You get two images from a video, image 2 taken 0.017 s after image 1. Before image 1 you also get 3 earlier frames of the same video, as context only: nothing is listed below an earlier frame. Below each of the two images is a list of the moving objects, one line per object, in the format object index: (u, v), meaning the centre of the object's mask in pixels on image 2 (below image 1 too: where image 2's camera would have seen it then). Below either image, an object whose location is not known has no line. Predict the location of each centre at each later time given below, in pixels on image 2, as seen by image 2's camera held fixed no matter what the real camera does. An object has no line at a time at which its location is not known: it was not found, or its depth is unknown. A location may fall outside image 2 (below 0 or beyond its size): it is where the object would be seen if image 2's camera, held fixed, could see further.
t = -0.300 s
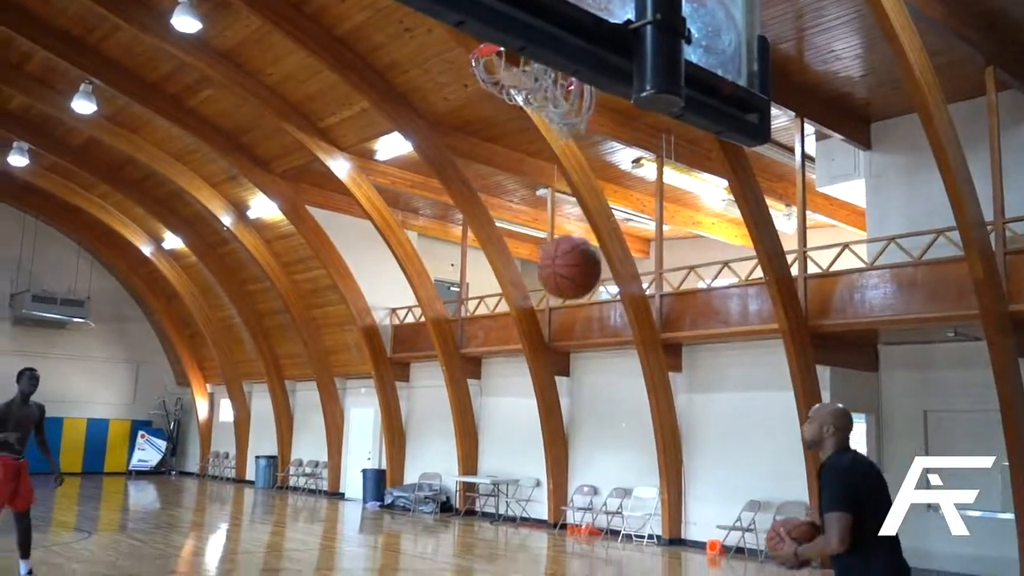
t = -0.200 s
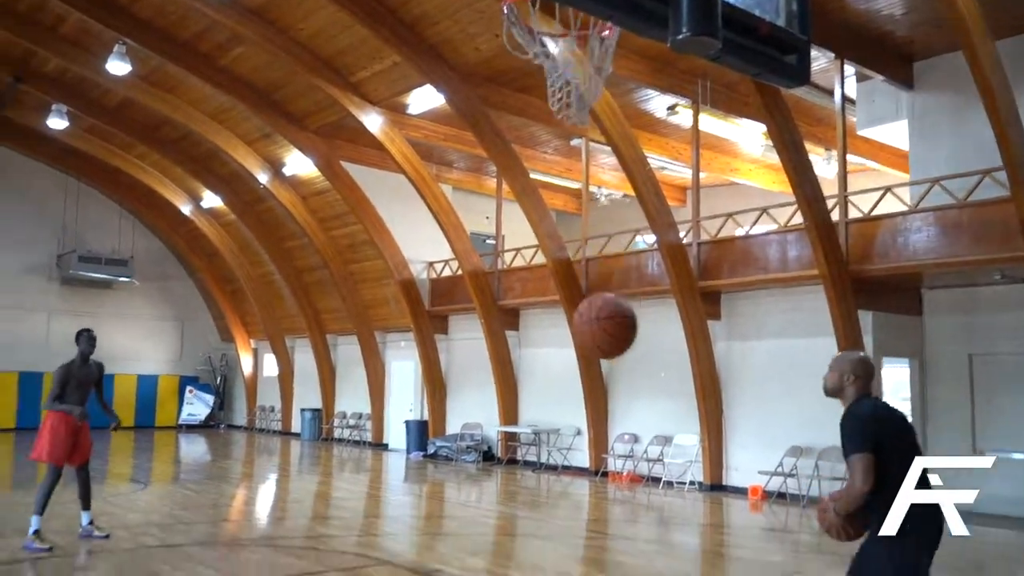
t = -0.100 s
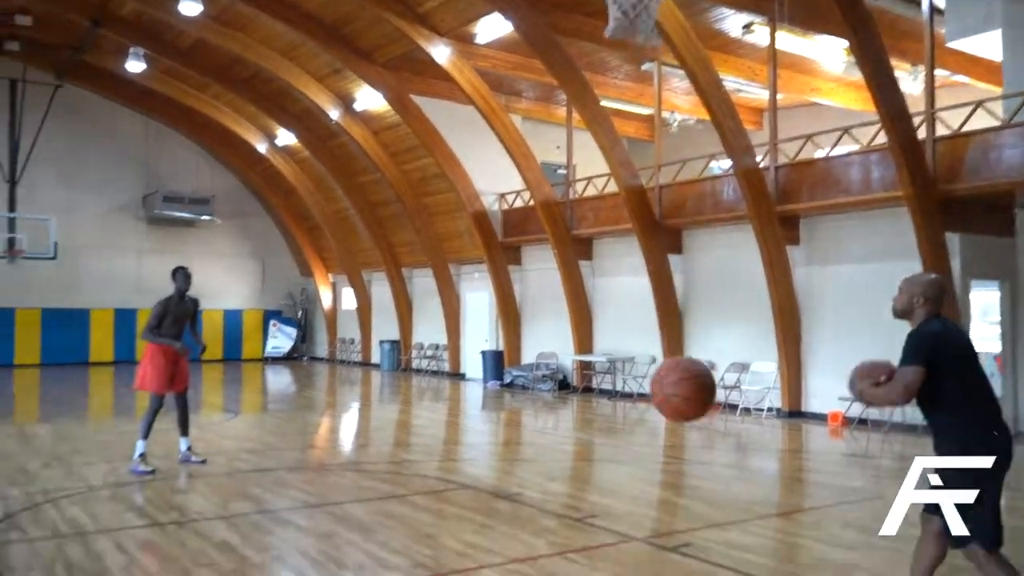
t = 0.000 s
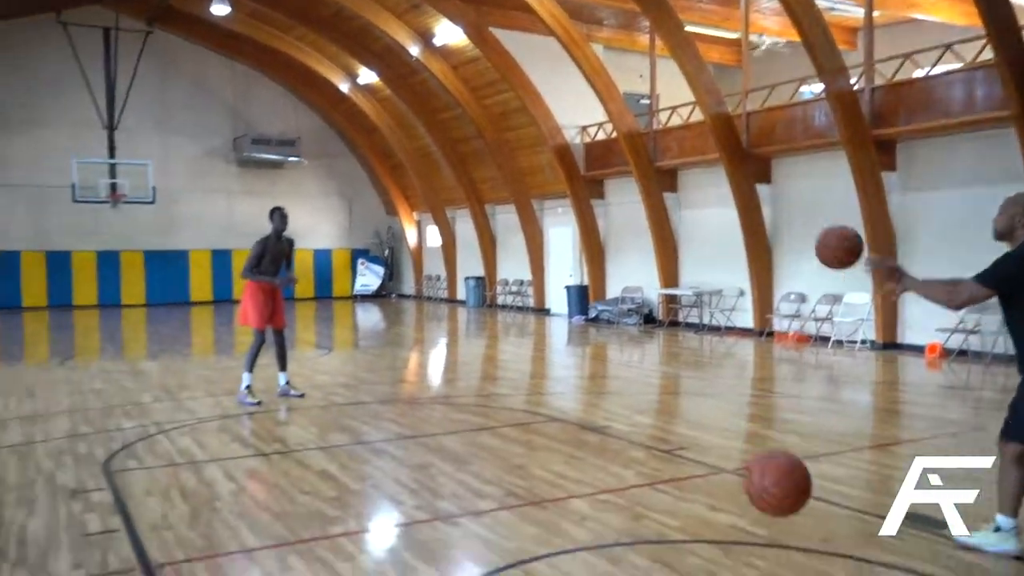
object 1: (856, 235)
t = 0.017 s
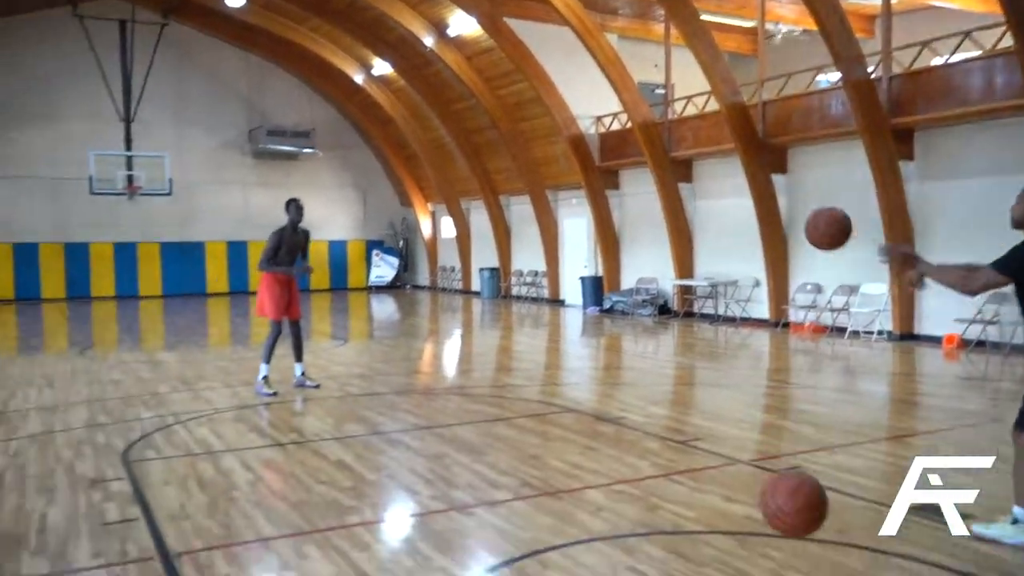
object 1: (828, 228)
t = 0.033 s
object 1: (803, 221)
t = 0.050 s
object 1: (777, 212)
